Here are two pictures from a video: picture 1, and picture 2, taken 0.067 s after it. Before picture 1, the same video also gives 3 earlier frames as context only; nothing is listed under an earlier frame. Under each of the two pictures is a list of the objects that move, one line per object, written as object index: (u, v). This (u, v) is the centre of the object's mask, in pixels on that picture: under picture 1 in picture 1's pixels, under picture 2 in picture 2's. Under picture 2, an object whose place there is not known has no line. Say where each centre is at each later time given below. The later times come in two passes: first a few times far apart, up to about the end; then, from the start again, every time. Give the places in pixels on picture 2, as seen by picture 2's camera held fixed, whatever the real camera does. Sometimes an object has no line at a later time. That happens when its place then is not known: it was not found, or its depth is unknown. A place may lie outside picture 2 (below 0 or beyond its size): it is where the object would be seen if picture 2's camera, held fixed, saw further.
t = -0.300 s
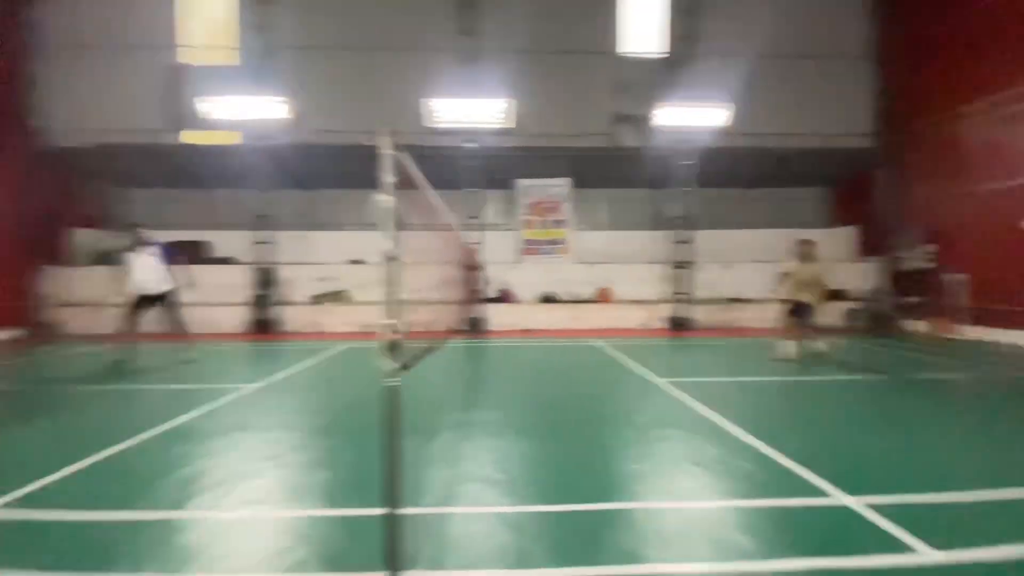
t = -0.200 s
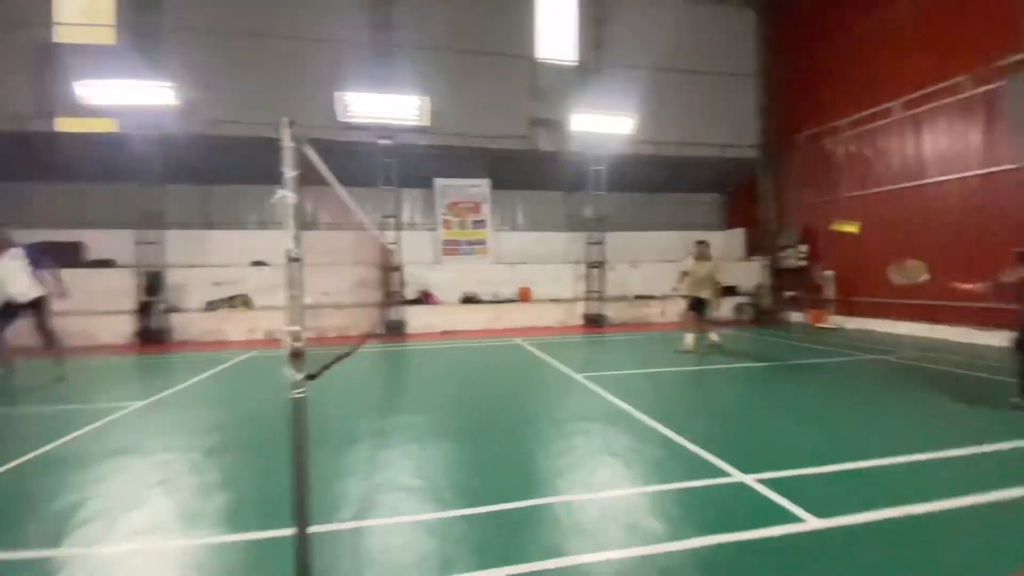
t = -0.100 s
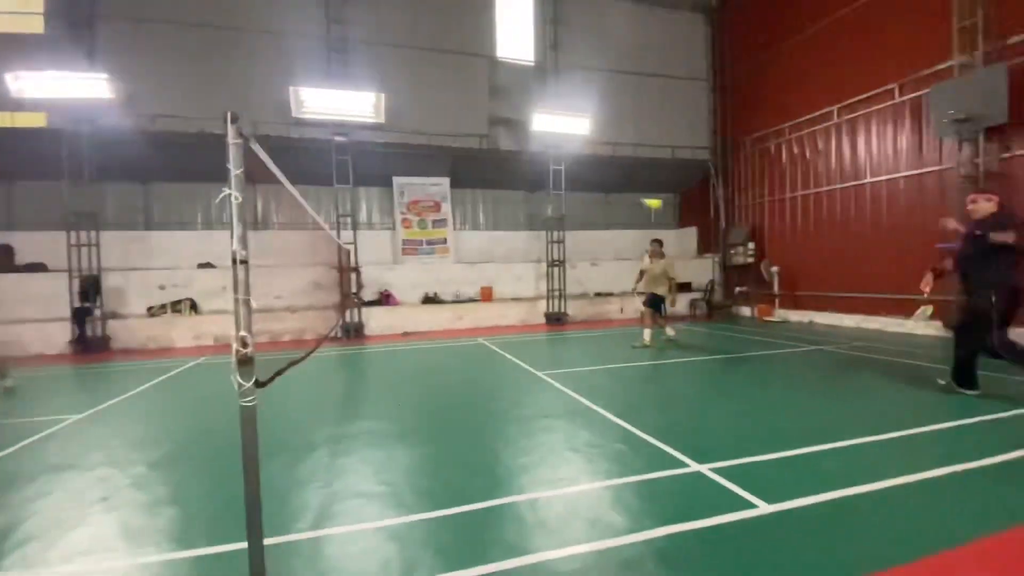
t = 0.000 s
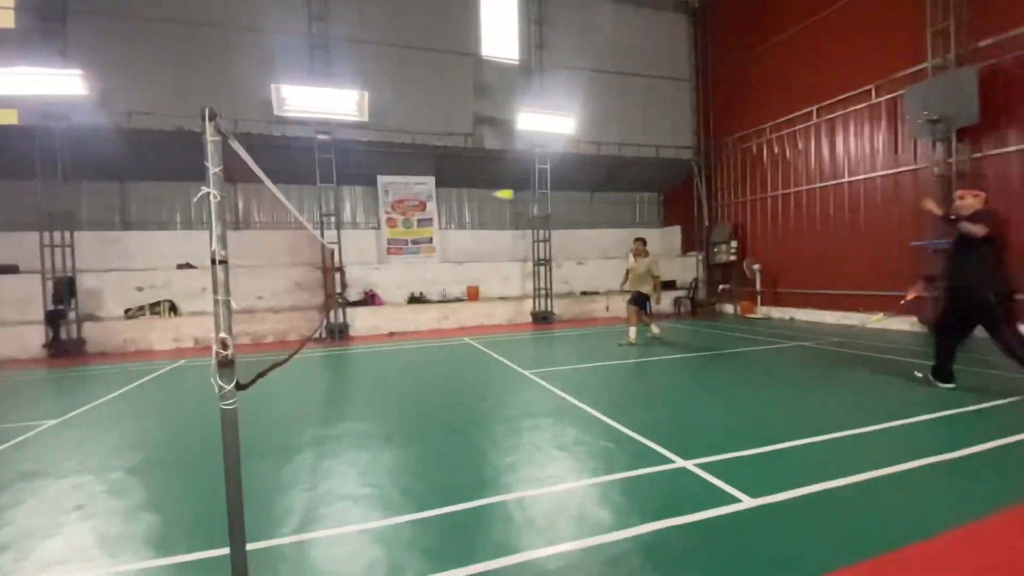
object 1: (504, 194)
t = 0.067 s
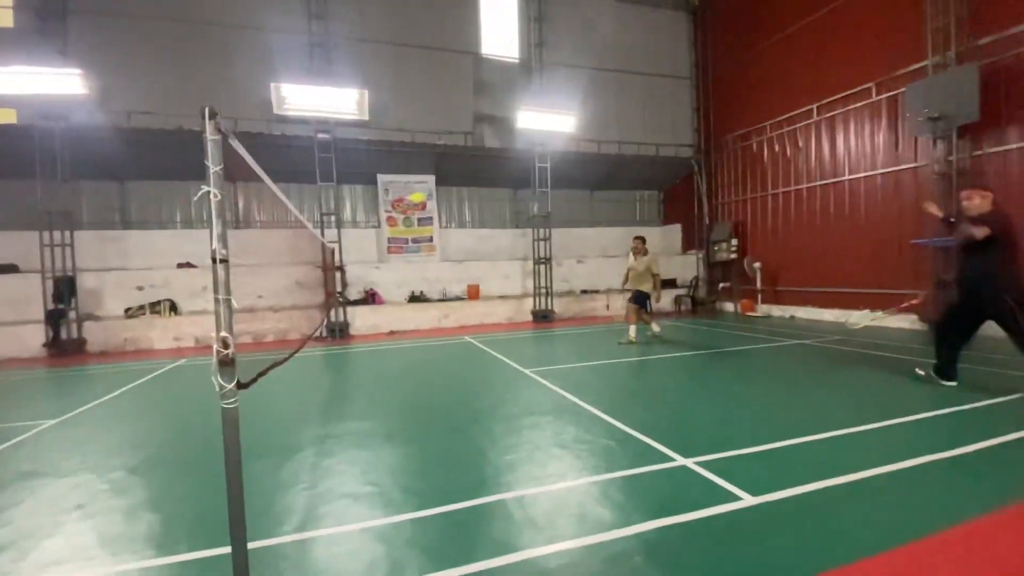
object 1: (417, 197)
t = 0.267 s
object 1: (267, 226)
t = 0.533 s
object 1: (319, 281)
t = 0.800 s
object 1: (350, 444)
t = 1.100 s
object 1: (349, 459)
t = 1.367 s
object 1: (348, 461)
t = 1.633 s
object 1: (348, 462)
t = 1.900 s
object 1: (347, 462)
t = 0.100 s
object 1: (374, 202)
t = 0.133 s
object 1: (332, 209)
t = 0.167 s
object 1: (289, 218)
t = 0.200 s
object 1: (268, 226)
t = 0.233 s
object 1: (264, 225)
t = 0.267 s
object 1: (267, 226)
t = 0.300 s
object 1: (273, 228)
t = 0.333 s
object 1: (278, 232)
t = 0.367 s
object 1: (283, 237)
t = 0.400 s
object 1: (289, 241)
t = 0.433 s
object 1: (299, 246)
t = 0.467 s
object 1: (305, 255)
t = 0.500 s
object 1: (313, 267)
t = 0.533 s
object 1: (319, 281)
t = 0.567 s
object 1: (324, 297)
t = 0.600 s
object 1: (329, 314)
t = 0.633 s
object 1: (334, 332)
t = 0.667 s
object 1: (337, 352)
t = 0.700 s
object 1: (339, 373)
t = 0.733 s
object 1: (342, 396)
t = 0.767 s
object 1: (346, 420)
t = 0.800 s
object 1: (350, 444)
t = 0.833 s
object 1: (354, 460)
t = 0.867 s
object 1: (354, 453)
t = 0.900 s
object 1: (353, 448)
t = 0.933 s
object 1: (351, 444)
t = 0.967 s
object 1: (351, 443)
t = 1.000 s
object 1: (350, 443)
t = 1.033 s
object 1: (349, 446)
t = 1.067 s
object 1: (349, 451)
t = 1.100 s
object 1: (349, 459)
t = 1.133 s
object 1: (348, 465)
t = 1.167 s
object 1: (348, 460)
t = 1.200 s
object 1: (349, 460)
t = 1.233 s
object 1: (349, 461)
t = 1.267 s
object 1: (349, 461)
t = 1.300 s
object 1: (348, 462)
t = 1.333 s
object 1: (347, 462)
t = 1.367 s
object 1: (348, 461)
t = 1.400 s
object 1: (348, 462)
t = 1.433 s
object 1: (348, 462)
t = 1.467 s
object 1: (348, 462)
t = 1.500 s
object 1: (348, 462)
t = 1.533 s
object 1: (348, 462)
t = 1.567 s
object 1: (348, 462)
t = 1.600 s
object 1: (348, 462)
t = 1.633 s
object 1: (348, 462)
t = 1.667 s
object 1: (348, 462)
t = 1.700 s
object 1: (348, 462)
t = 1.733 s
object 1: (348, 462)
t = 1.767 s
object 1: (347, 462)
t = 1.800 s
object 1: (347, 462)
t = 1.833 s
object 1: (347, 462)
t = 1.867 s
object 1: (347, 462)
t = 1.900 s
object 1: (347, 462)
